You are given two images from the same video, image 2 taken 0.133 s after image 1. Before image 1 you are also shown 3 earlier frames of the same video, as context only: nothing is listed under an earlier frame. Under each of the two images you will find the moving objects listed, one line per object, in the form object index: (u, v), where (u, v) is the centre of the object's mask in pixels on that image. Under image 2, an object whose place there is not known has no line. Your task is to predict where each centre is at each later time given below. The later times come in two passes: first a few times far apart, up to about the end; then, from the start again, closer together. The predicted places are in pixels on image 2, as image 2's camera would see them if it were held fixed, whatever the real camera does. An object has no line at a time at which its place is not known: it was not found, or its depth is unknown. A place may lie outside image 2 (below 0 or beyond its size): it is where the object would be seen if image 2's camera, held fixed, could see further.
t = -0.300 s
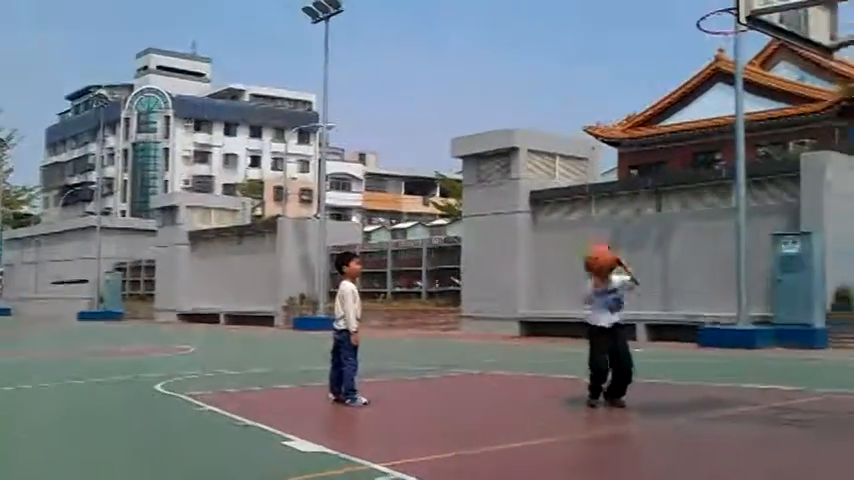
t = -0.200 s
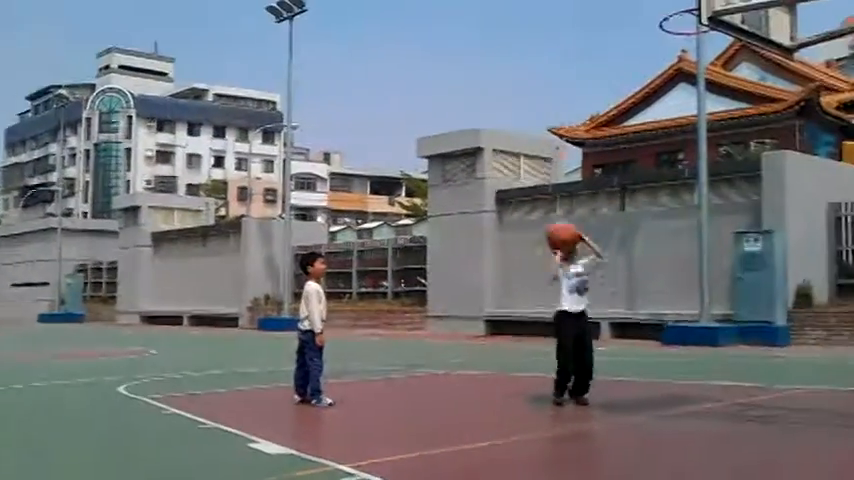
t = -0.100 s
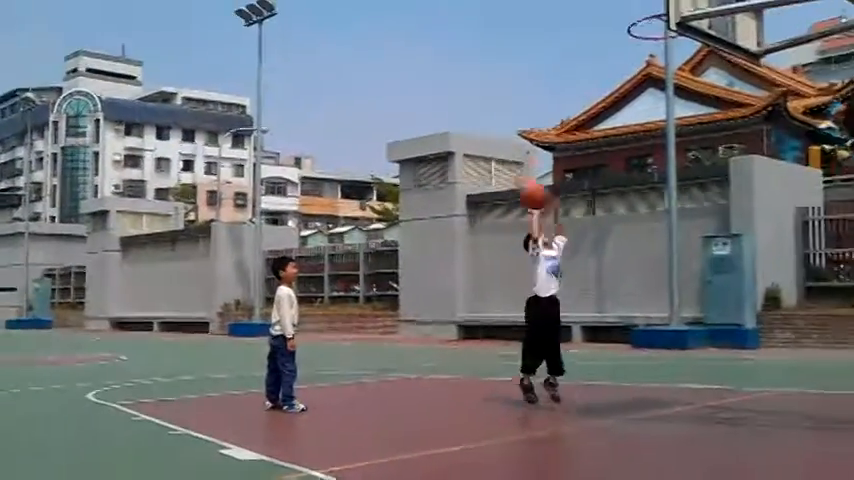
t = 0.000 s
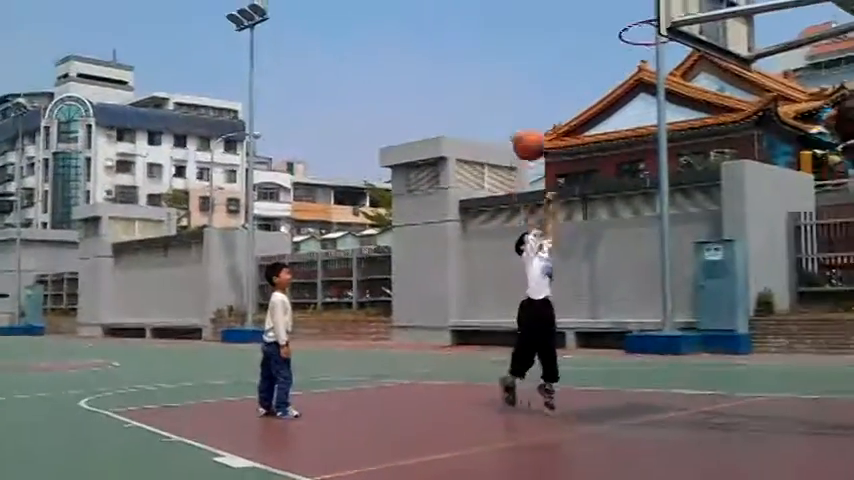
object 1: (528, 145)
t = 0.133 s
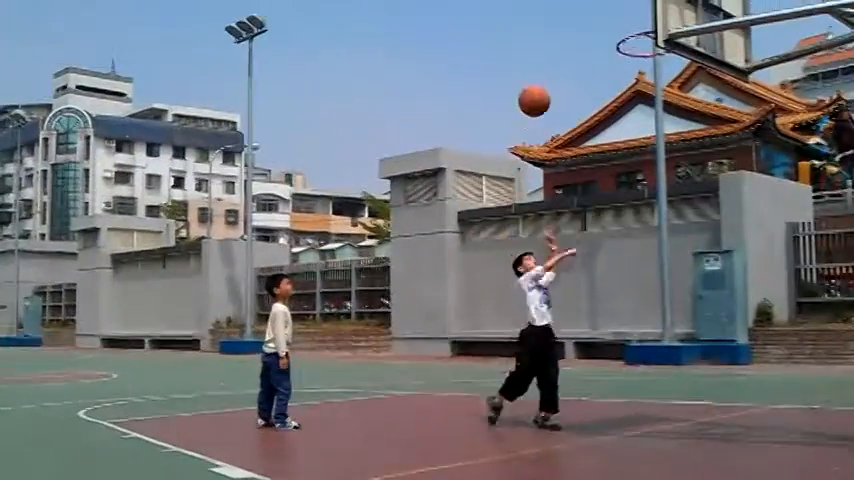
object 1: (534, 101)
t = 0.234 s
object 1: (541, 74)
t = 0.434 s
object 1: (553, 56)
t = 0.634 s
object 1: (566, 91)
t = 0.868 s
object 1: (588, 203)
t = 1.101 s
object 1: (611, 405)
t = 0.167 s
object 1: (535, 91)
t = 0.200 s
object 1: (538, 81)
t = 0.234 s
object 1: (541, 74)
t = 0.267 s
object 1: (543, 67)
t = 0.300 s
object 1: (544, 63)
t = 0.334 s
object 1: (546, 59)
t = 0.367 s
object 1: (549, 56)
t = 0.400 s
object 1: (551, 56)
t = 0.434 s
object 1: (553, 56)
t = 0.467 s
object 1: (556, 58)
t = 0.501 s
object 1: (558, 61)
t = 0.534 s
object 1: (560, 67)
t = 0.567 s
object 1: (561, 73)
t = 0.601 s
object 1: (564, 81)
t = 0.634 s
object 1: (566, 91)
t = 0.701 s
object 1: (572, 114)
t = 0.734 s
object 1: (574, 130)
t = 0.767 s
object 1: (576, 148)
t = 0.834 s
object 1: (584, 181)
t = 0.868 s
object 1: (588, 203)
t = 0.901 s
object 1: (590, 226)
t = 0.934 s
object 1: (593, 251)
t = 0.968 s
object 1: (596, 279)
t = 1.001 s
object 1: (599, 306)
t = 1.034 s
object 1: (603, 340)
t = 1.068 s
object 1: (607, 370)
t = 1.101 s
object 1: (611, 405)
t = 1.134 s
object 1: (611, 411)
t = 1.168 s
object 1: (611, 385)
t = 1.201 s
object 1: (610, 359)
